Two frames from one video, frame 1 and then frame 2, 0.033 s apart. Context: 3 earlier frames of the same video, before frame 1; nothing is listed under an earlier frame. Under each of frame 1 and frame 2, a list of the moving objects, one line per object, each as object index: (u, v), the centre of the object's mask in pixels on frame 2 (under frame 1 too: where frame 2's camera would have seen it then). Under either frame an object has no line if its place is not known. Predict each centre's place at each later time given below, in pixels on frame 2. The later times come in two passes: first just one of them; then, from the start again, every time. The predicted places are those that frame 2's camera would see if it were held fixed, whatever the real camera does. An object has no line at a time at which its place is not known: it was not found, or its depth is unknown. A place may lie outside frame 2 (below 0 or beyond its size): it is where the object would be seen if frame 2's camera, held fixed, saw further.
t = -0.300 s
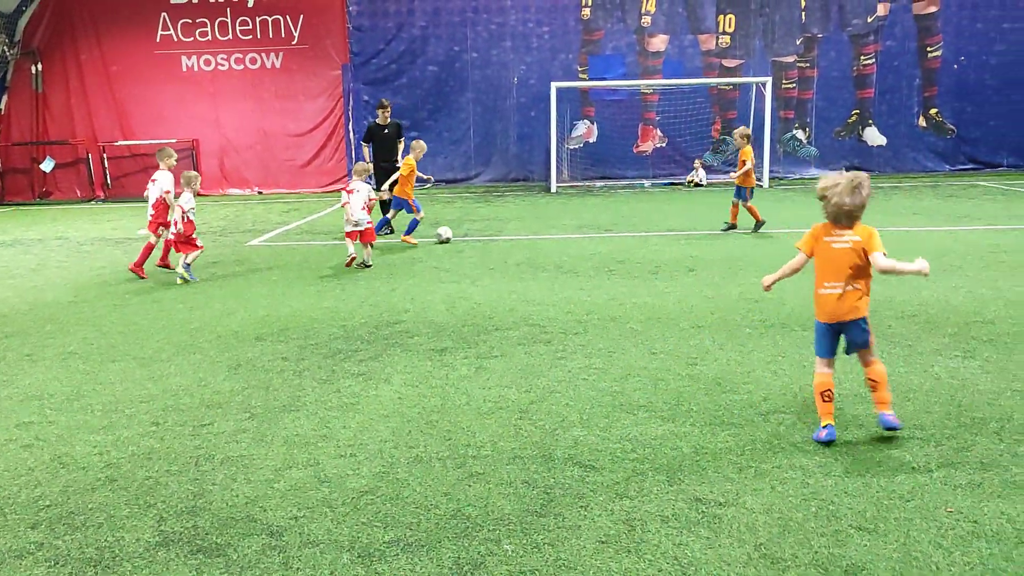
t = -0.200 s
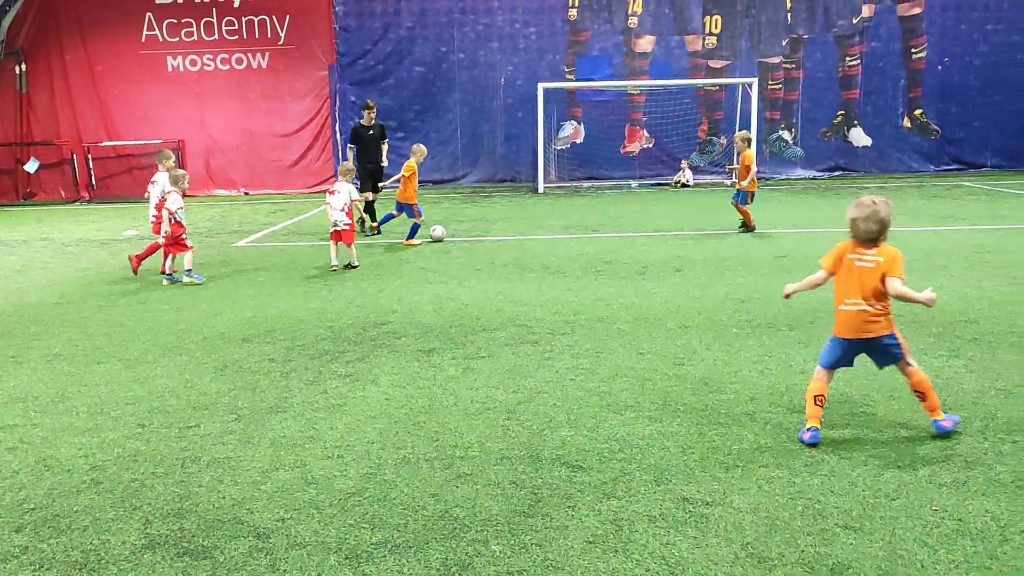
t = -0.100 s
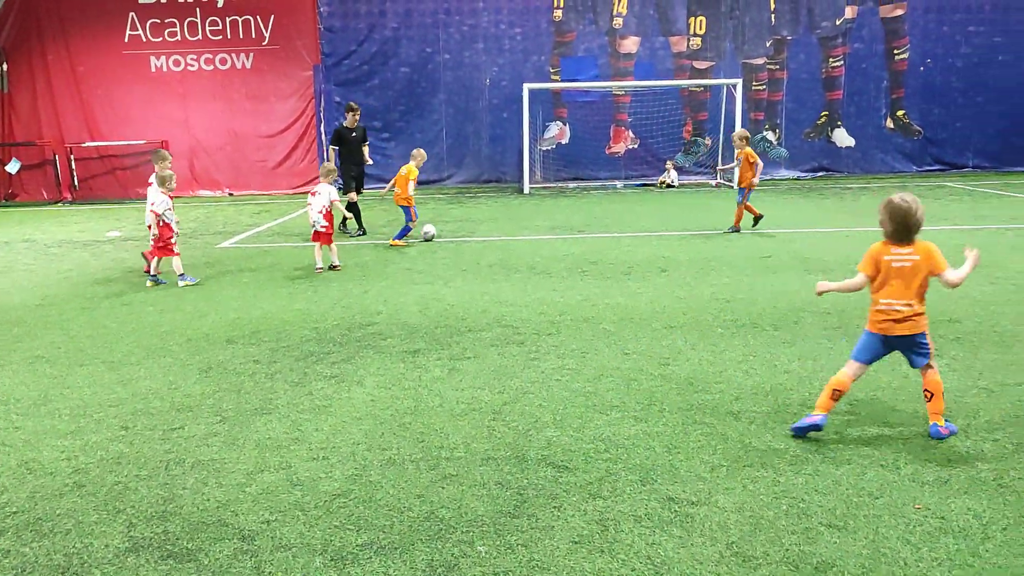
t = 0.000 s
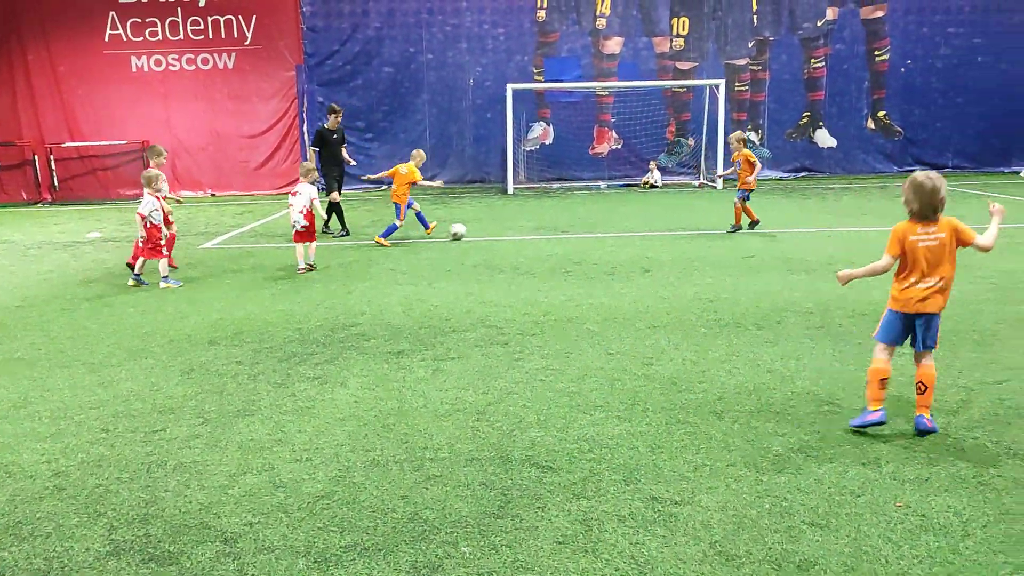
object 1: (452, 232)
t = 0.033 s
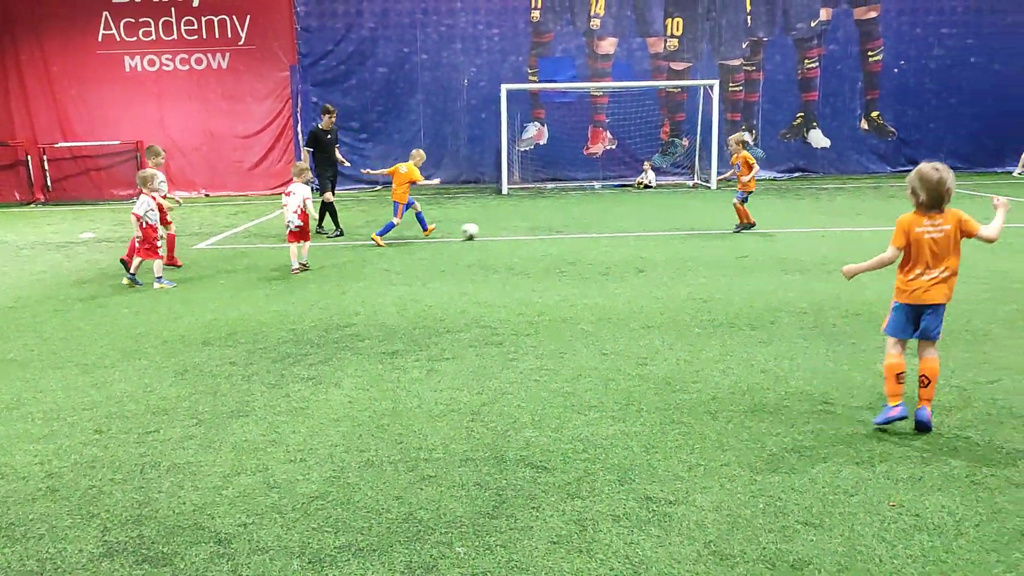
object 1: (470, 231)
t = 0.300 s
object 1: (584, 230)
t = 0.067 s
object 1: (487, 231)
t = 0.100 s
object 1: (502, 230)
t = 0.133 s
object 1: (517, 230)
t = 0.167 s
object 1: (532, 230)
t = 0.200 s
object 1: (546, 229)
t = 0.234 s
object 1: (559, 230)
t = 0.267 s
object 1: (571, 230)
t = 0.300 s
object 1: (584, 230)
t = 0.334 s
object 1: (596, 230)
